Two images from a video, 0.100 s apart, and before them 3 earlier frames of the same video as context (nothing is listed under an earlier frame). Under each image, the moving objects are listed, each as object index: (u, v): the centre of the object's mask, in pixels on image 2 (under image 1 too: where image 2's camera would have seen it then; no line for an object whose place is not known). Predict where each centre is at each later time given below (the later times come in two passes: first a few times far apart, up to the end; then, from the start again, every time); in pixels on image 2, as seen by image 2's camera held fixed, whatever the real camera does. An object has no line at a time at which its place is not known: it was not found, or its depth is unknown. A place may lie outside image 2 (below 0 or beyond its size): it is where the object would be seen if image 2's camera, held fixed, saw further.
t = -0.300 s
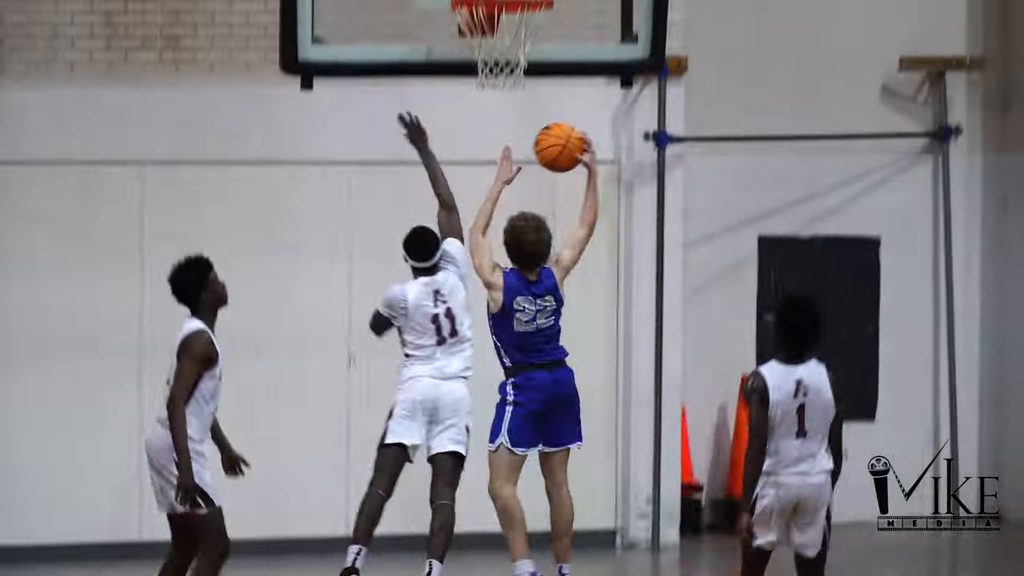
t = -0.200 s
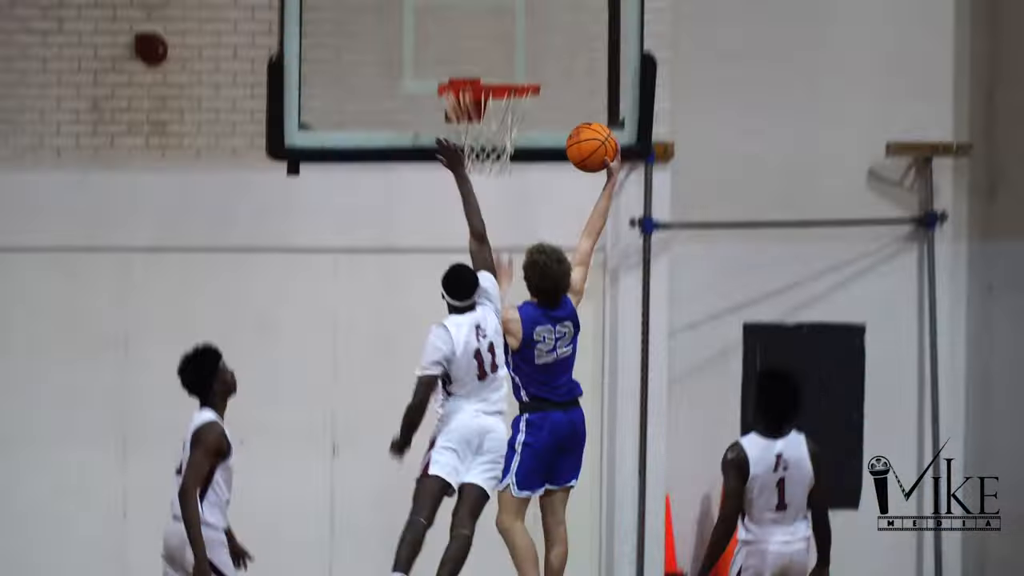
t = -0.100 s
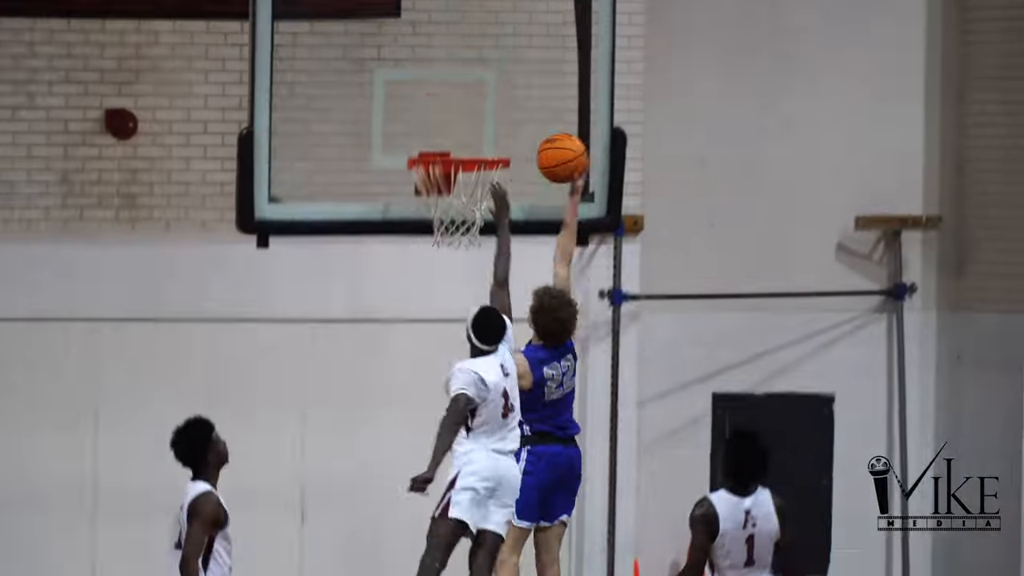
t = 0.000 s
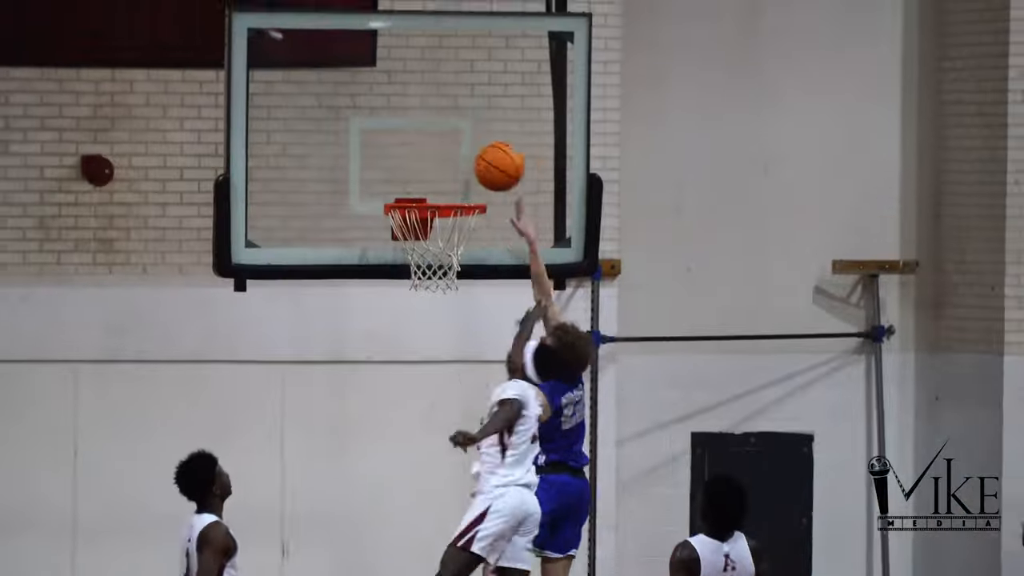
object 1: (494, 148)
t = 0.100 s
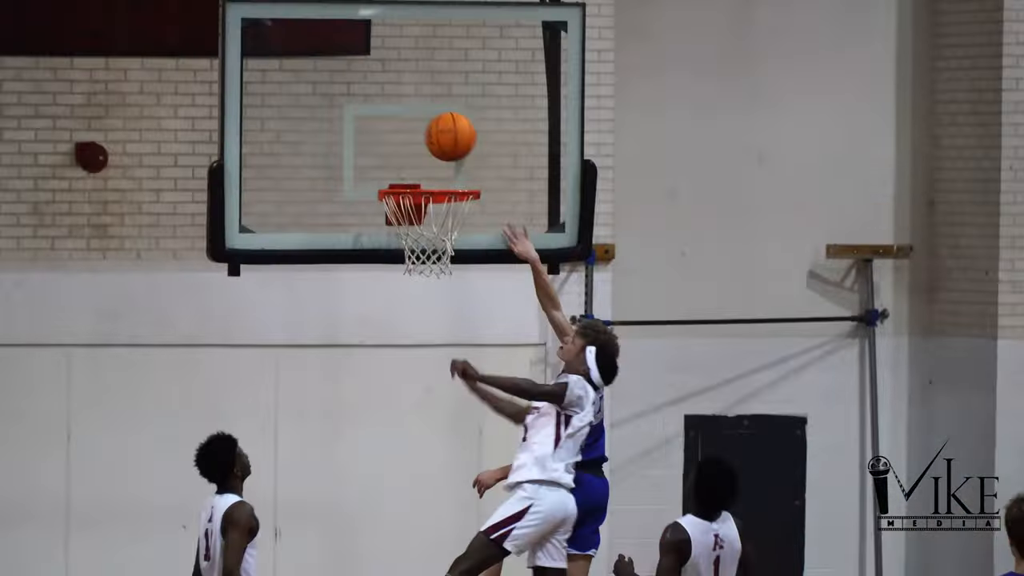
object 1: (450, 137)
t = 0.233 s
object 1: (424, 151)
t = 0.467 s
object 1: (408, 227)
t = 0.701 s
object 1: (447, 260)
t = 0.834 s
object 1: (453, 287)
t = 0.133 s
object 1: (441, 135)
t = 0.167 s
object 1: (435, 137)
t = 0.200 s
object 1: (429, 142)
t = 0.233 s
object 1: (424, 151)
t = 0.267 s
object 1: (420, 161)
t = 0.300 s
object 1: (417, 169)
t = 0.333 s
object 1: (412, 176)
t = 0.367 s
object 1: (410, 196)
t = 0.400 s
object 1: (407, 211)
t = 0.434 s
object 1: (408, 224)
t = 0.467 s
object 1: (408, 227)
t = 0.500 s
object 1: (413, 230)
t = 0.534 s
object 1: (419, 231)
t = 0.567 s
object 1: (423, 262)
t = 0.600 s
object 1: (431, 260)
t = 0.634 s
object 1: (438, 258)
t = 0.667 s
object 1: (443, 259)
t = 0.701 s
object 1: (447, 260)
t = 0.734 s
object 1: (449, 263)
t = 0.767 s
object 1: (451, 268)
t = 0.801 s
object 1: (452, 277)
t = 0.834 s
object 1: (453, 287)
